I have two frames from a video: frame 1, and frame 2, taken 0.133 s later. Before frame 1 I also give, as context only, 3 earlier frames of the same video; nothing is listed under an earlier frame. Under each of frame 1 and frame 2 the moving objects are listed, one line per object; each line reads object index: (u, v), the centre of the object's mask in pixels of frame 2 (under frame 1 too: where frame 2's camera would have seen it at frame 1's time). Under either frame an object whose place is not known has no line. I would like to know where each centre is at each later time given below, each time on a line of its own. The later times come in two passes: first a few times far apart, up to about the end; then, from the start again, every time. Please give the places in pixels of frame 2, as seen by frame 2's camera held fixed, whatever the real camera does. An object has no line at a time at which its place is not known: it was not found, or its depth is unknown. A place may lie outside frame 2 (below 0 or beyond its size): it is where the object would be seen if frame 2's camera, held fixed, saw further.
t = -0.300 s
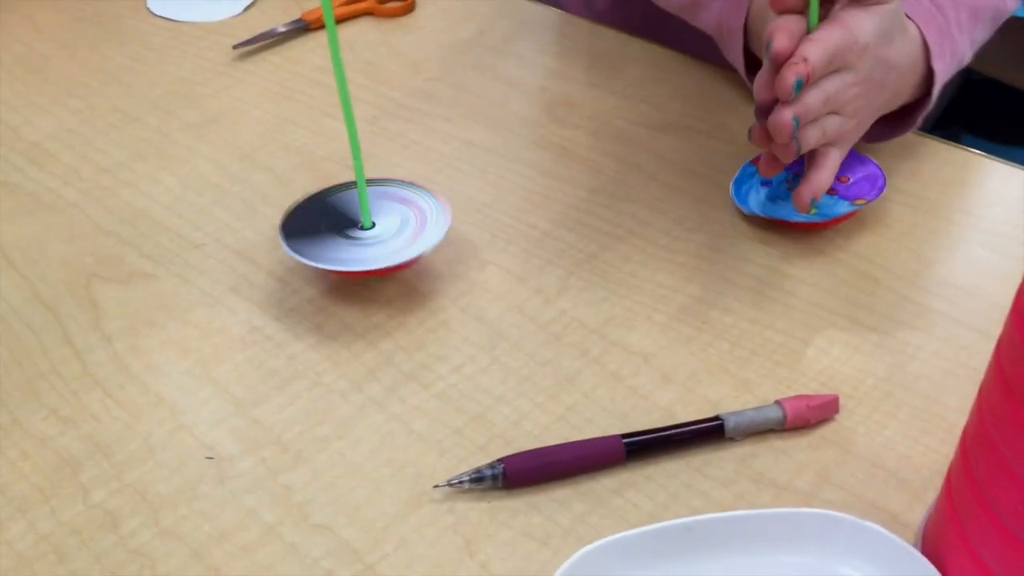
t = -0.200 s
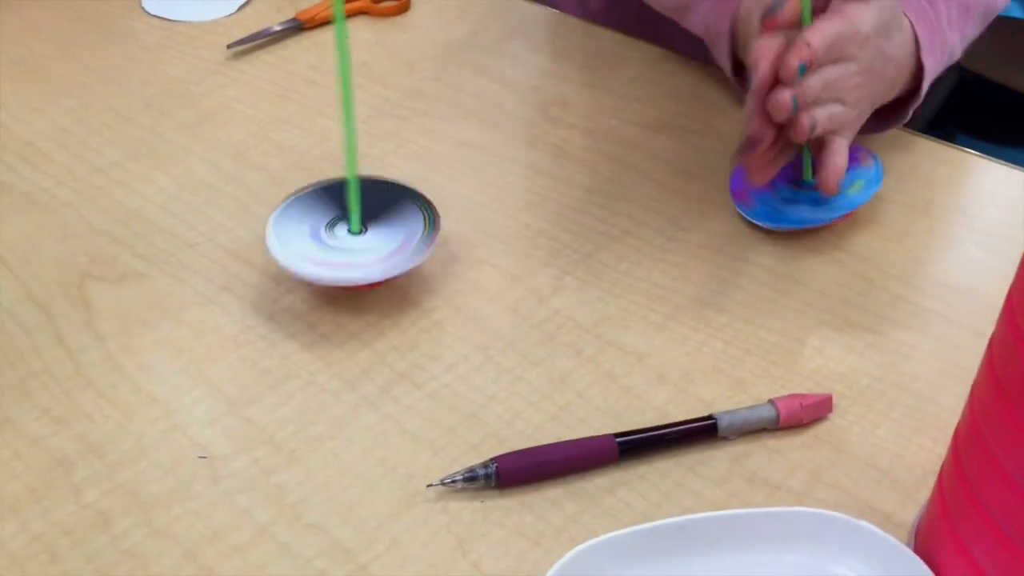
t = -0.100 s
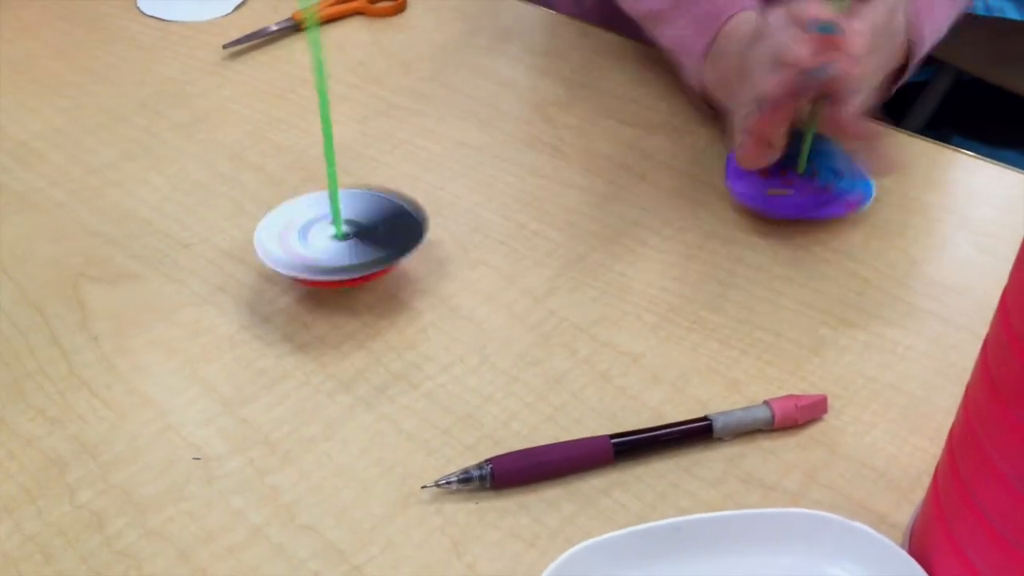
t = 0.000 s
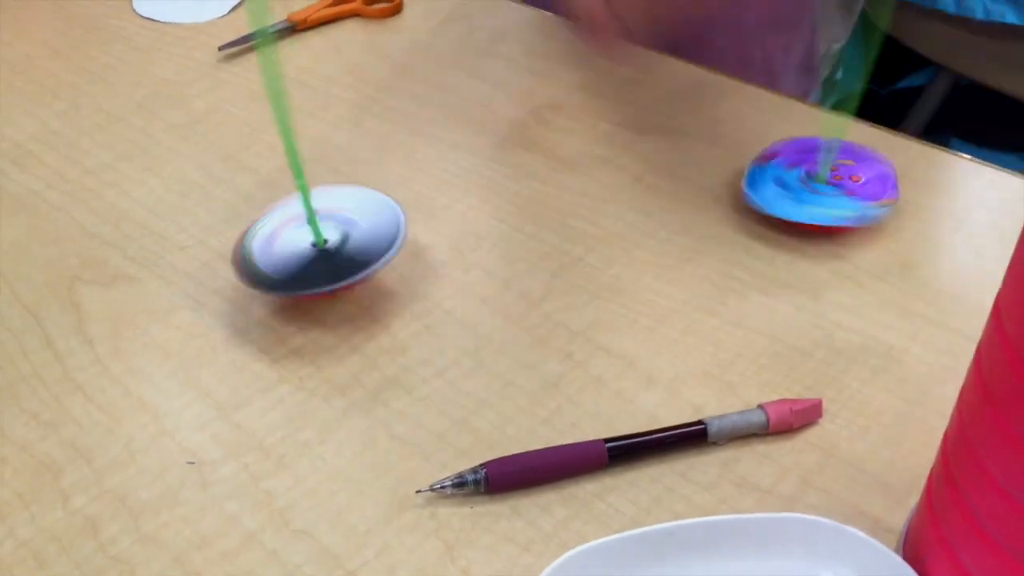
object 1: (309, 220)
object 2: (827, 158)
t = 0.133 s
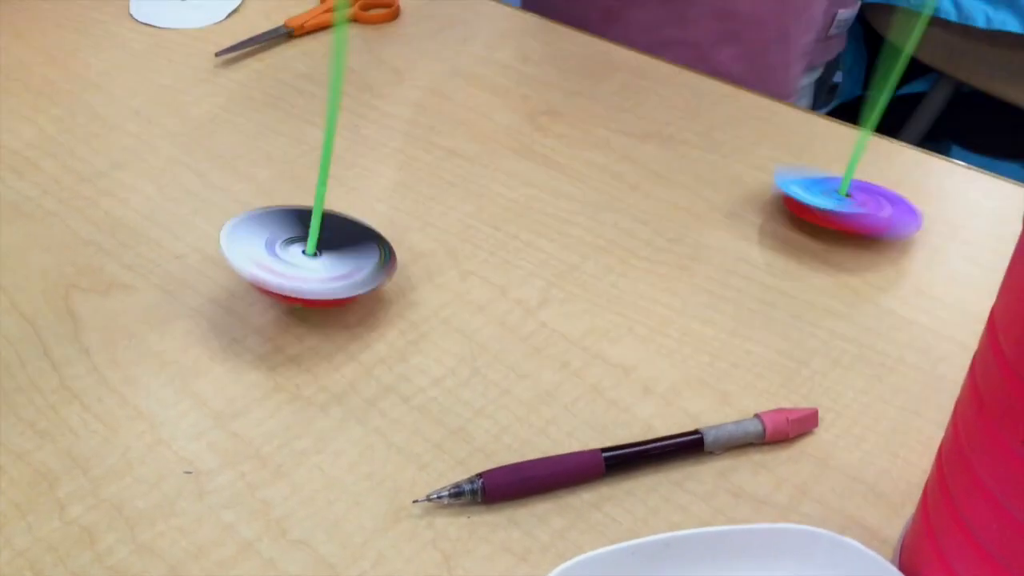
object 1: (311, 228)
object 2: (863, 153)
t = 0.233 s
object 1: (302, 228)
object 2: (879, 163)
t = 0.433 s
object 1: (317, 226)
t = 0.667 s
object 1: (294, 218)
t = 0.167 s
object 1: (313, 229)
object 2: (844, 171)
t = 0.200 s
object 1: (308, 224)
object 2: (858, 170)
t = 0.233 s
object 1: (302, 228)
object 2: (879, 163)
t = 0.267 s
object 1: (296, 229)
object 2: (864, 159)
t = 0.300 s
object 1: (293, 228)
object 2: (875, 156)
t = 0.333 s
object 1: (296, 218)
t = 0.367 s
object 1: (301, 203)
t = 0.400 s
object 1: (311, 220)
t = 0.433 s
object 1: (317, 226)
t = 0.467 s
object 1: (315, 216)
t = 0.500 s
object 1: (306, 224)
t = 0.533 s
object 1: (293, 223)
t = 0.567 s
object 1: (292, 231)
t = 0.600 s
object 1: (283, 217)
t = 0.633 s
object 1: (285, 214)
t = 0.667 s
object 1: (294, 218)
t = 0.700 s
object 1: (305, 199)
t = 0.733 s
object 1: (312, 210)
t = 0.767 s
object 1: (312, 217)
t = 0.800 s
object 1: (330, 199)
